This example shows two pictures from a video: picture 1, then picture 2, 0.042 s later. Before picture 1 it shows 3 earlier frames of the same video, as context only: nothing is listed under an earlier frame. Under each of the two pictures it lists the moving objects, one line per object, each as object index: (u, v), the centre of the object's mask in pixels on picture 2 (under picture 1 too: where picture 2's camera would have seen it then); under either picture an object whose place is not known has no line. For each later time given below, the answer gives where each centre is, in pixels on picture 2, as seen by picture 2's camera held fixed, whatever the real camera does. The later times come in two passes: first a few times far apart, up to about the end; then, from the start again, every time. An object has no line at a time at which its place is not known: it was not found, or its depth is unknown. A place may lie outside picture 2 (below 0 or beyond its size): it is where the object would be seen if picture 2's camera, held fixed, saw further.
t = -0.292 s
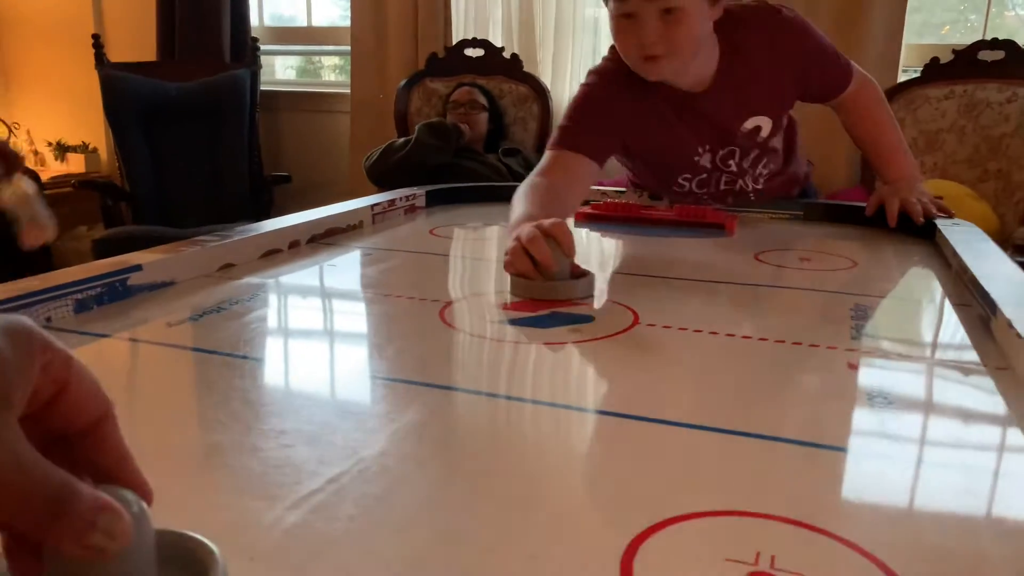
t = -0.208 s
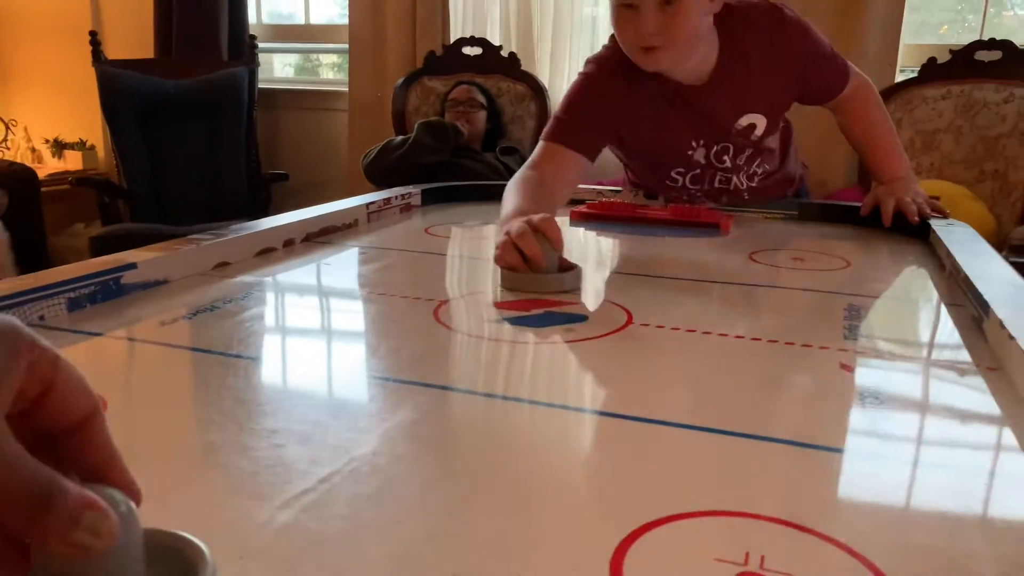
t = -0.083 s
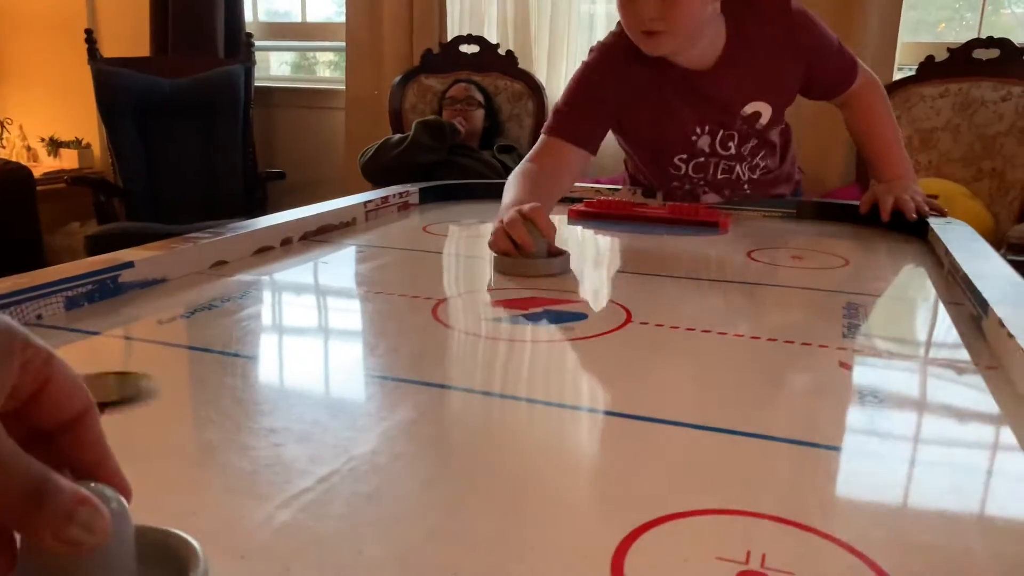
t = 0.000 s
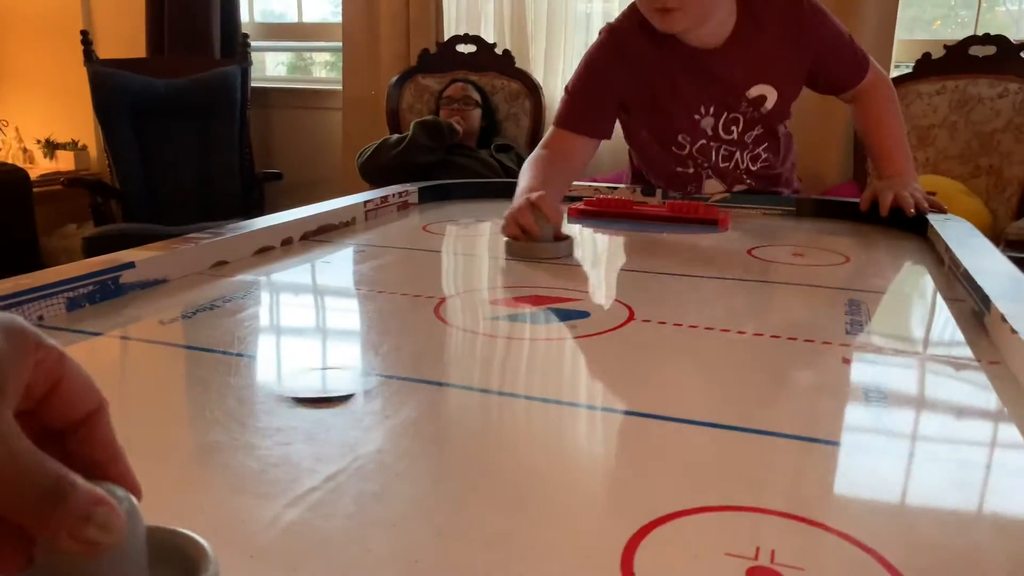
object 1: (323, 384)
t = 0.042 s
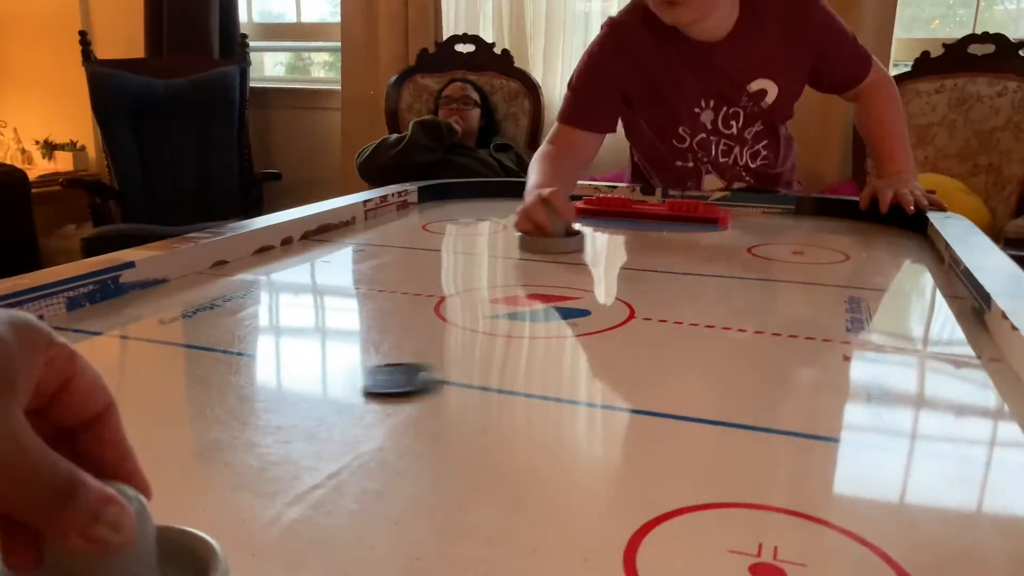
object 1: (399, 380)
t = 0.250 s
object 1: (710, 368)
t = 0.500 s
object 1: (924, 354)
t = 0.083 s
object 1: (464, 377)
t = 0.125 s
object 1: (525, 376)
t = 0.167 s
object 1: (590, 372)
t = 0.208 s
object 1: (650, 370)
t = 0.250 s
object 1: (710, 368)
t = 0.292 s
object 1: (770, 366)
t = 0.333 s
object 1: (825, 365)
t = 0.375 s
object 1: (880, 365)
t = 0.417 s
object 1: (938, 365)
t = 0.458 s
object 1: (960, 361)
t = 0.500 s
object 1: (924, 354)
